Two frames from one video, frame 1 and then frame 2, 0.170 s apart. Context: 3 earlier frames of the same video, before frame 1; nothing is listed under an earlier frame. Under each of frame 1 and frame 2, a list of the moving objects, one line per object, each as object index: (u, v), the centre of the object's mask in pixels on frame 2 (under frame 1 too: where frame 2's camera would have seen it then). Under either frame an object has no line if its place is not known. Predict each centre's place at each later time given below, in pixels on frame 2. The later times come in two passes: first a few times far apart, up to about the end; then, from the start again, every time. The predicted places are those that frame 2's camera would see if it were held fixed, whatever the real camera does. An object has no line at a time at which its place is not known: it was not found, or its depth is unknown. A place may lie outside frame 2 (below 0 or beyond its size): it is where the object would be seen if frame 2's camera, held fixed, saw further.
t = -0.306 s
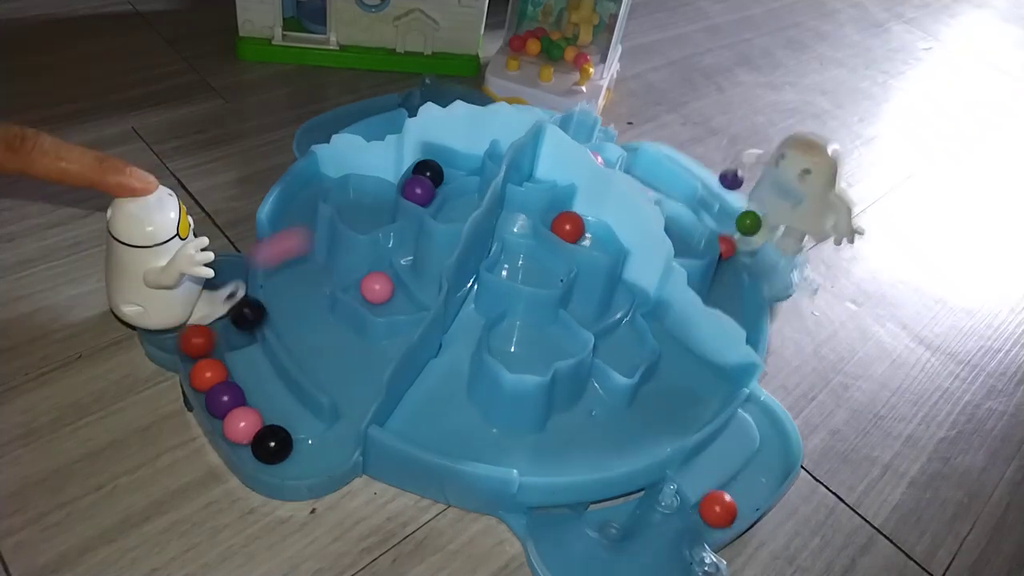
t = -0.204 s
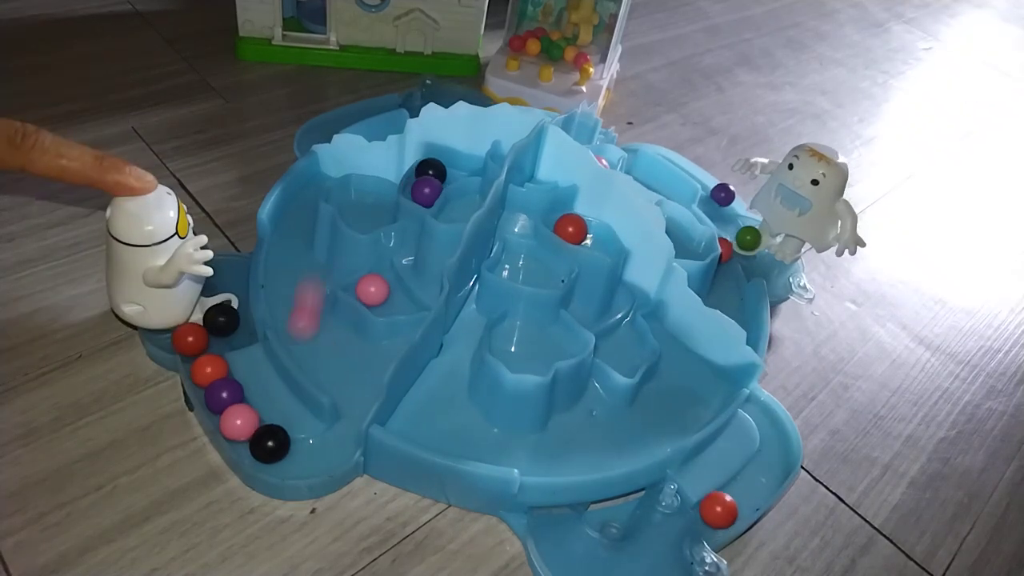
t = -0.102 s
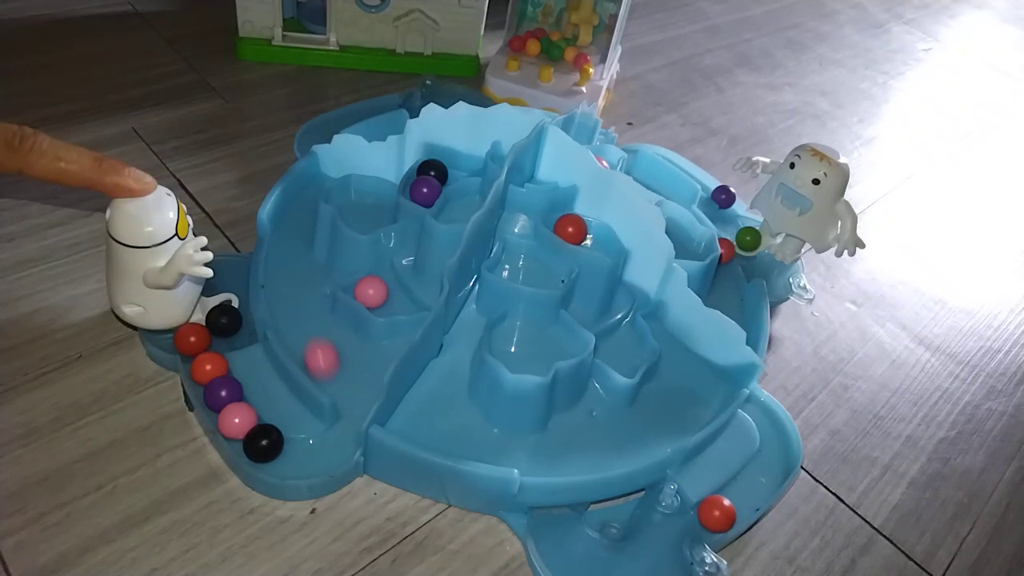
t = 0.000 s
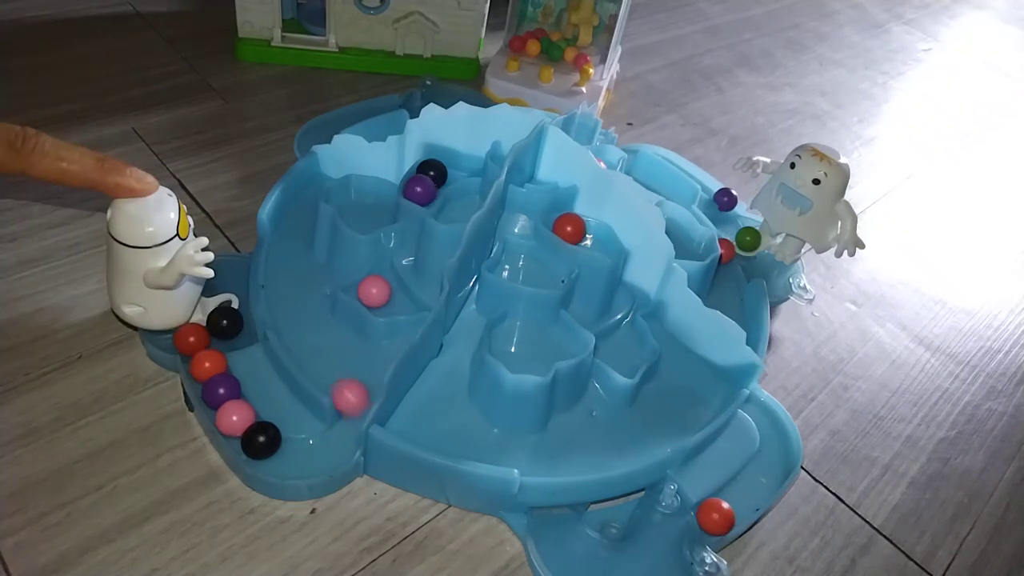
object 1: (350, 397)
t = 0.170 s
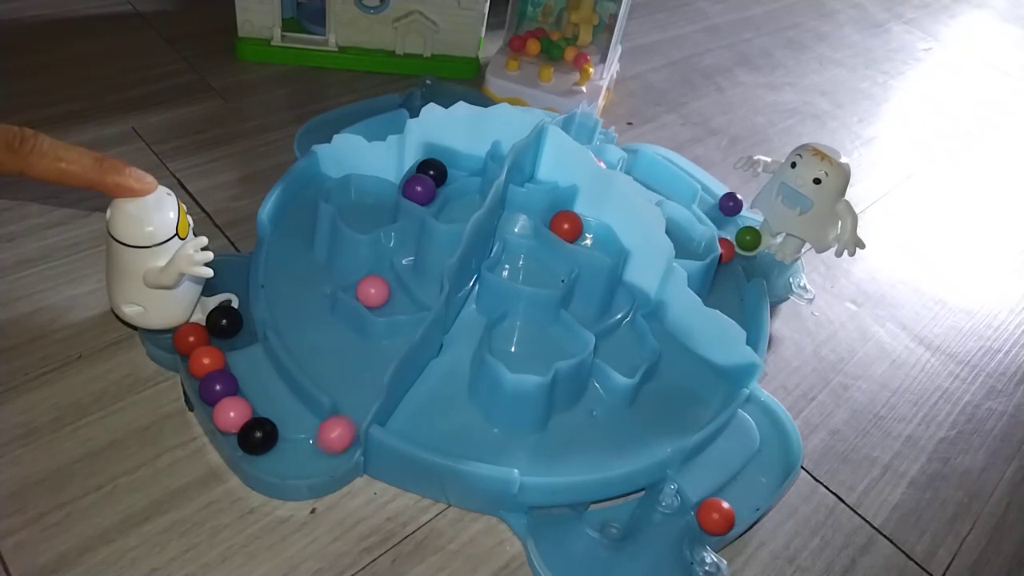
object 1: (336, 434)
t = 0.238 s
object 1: (316, 450)
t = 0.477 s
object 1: (284, 457)
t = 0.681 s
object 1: (284, 457)
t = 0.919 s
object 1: (284, 457)
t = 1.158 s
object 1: (285, 451)
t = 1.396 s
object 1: (284, 449)
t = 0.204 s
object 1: (326, 442)
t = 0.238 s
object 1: (316, 450)
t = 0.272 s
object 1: (304, 457)
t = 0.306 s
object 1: (291, 457)
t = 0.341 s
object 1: (284, 457)
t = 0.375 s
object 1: (284, 457)
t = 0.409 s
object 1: (284, 457)
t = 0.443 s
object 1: (284, 457)
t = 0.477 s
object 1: (284, 457)
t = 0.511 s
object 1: (284, 457)
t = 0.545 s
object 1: (284, 457)
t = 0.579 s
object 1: (284, 457)
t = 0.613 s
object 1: (284, 457)
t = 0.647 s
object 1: (284, 457)
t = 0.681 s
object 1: (284, 457)
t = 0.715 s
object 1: (284, 457)
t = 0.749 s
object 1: (284, 457)
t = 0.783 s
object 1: (284, 457)
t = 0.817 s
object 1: (284, 457)
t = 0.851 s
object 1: (284, 457)
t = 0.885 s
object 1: (284, 457)
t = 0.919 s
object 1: (284, 457)
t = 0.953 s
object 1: (284, 457)
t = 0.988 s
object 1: (284, 456)
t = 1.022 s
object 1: (284, 456)
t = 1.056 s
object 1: (284, 453)
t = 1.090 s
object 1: (284, 450)
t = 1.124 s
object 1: (284, 451)
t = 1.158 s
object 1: (285, 451)
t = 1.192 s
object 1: (285, 450)
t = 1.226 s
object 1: (285, 449)
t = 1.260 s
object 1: (284, 450)
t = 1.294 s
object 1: (284, 450)
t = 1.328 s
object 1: (284, 449)
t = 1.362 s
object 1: (284, 449)
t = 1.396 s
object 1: (284, 449)
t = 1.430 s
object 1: (284, 448)
